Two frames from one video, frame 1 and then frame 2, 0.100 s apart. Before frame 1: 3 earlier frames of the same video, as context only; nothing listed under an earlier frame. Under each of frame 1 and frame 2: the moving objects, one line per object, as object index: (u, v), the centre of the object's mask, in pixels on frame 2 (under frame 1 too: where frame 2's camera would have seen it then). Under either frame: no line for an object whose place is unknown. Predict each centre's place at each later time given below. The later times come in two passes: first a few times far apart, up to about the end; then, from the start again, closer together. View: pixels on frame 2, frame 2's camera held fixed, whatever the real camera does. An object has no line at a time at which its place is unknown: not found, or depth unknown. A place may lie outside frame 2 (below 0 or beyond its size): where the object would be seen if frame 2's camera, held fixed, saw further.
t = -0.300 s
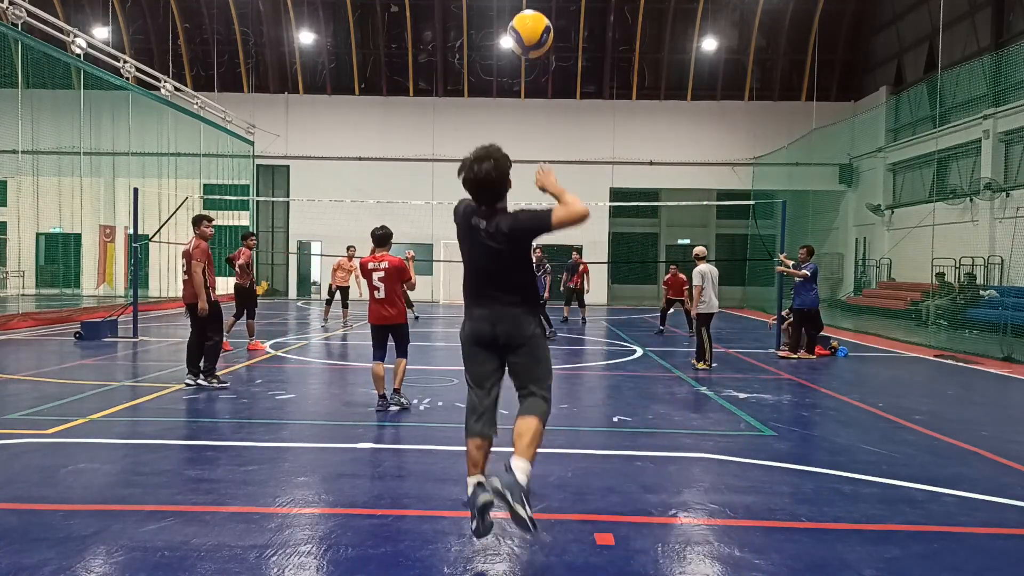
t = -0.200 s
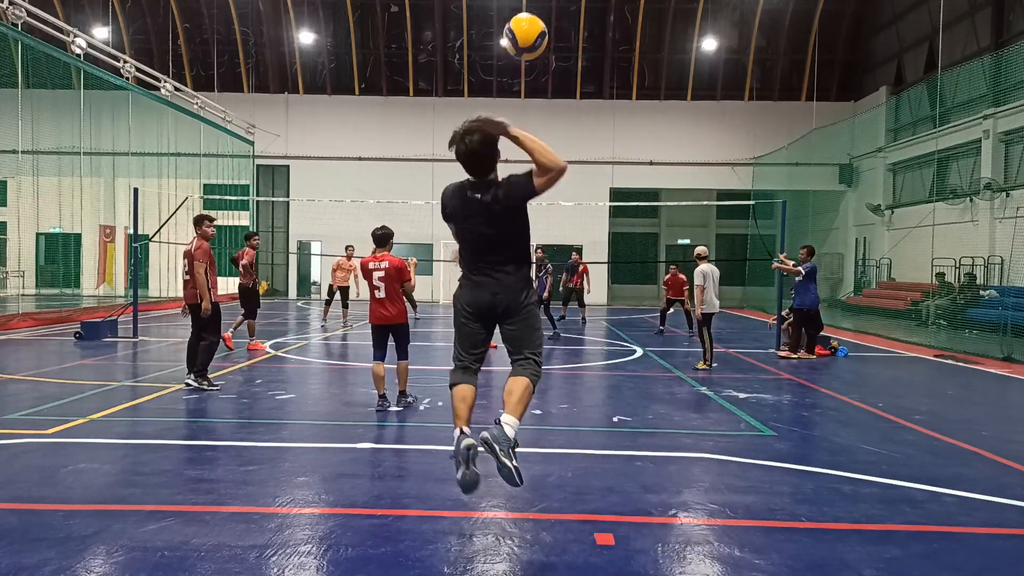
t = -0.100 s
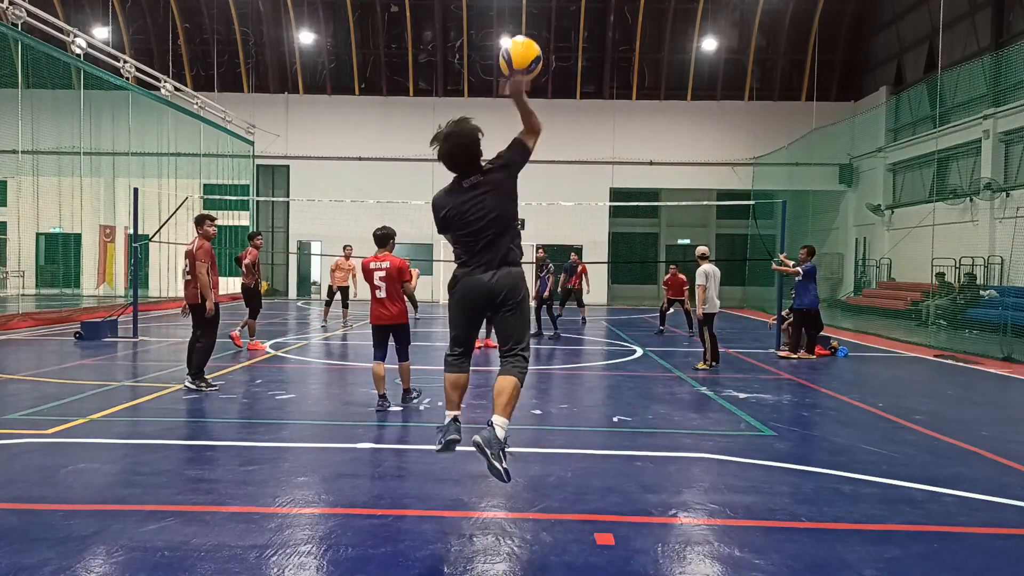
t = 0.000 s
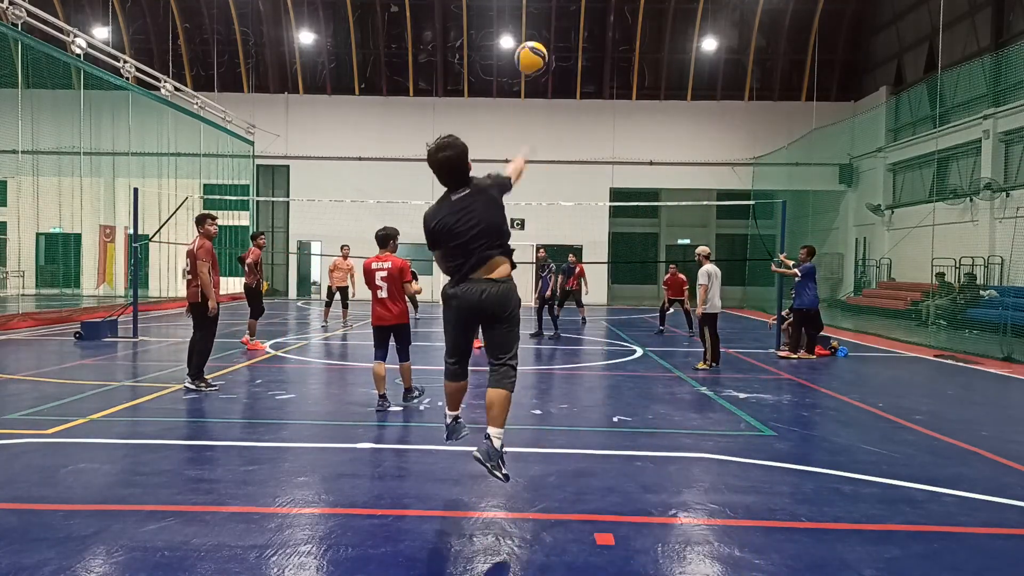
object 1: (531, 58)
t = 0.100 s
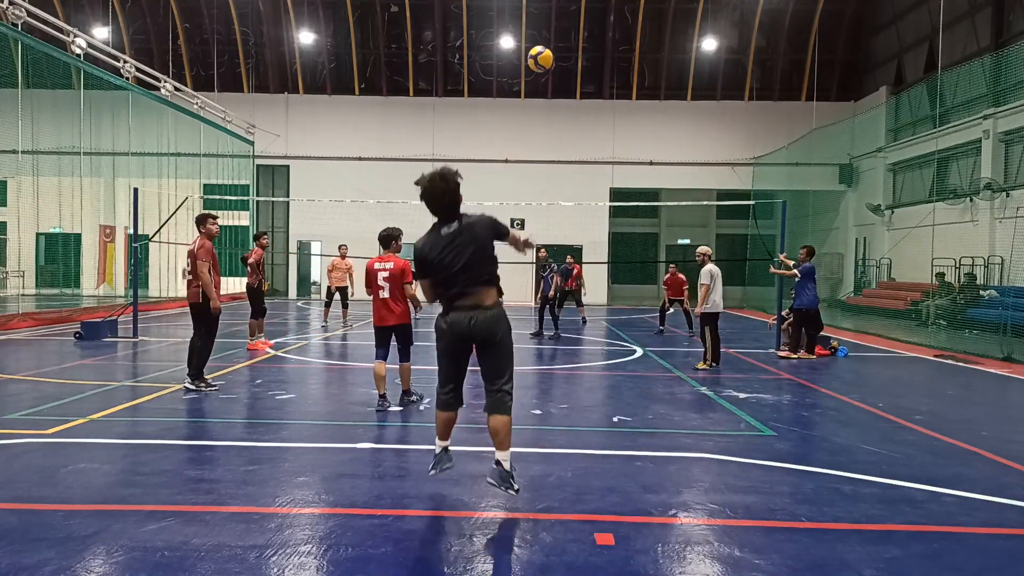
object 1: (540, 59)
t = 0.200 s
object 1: (544, 67)
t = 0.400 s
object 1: (546, 93)
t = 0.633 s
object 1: (547, 132)
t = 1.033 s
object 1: (551, 212)
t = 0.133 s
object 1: (542, 61)
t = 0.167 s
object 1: (543, 64)
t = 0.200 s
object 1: (544, 67)
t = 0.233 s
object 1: (545, 71)
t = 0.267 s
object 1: (545, 75)
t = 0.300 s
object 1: (546, 79)
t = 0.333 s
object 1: (546, 83)
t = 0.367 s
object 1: (546, 88)
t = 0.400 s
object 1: (546, 93)
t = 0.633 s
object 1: (547, 132)
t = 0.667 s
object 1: (547, 138)
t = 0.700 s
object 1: (547, 144)
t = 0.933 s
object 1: (550, 191)
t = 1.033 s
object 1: (551, 212)
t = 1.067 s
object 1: (551, 220)
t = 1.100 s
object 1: (551, 227)
